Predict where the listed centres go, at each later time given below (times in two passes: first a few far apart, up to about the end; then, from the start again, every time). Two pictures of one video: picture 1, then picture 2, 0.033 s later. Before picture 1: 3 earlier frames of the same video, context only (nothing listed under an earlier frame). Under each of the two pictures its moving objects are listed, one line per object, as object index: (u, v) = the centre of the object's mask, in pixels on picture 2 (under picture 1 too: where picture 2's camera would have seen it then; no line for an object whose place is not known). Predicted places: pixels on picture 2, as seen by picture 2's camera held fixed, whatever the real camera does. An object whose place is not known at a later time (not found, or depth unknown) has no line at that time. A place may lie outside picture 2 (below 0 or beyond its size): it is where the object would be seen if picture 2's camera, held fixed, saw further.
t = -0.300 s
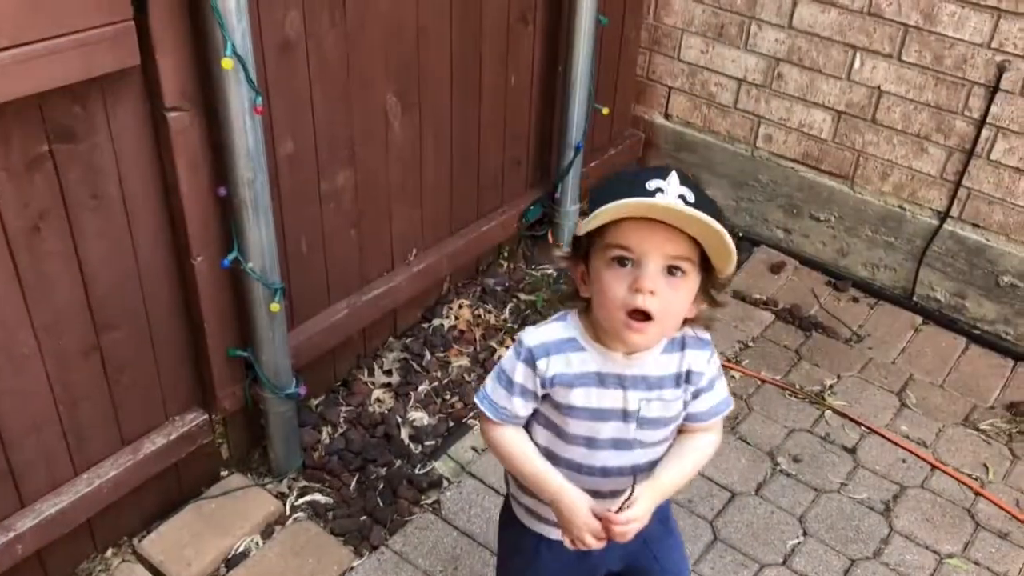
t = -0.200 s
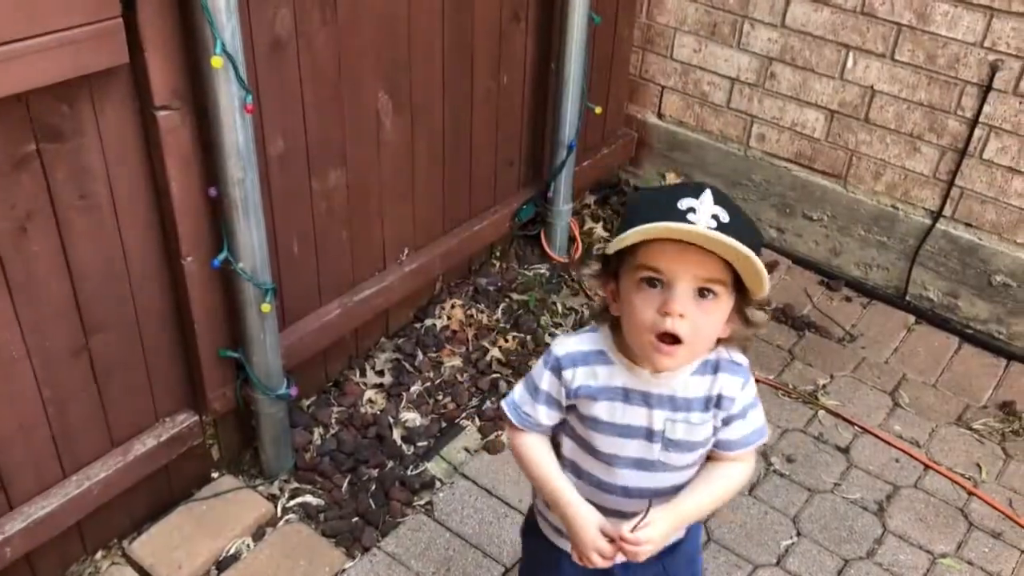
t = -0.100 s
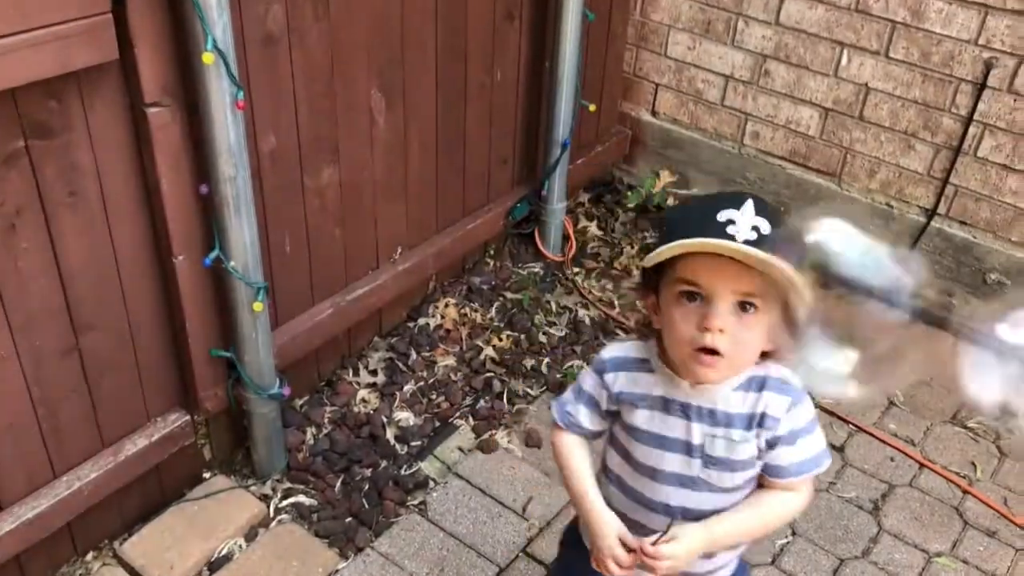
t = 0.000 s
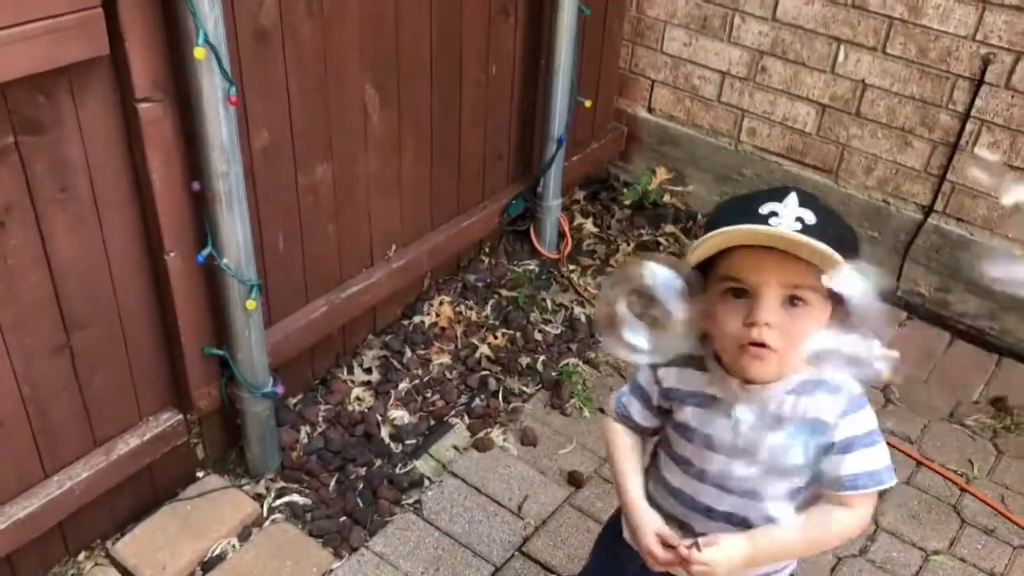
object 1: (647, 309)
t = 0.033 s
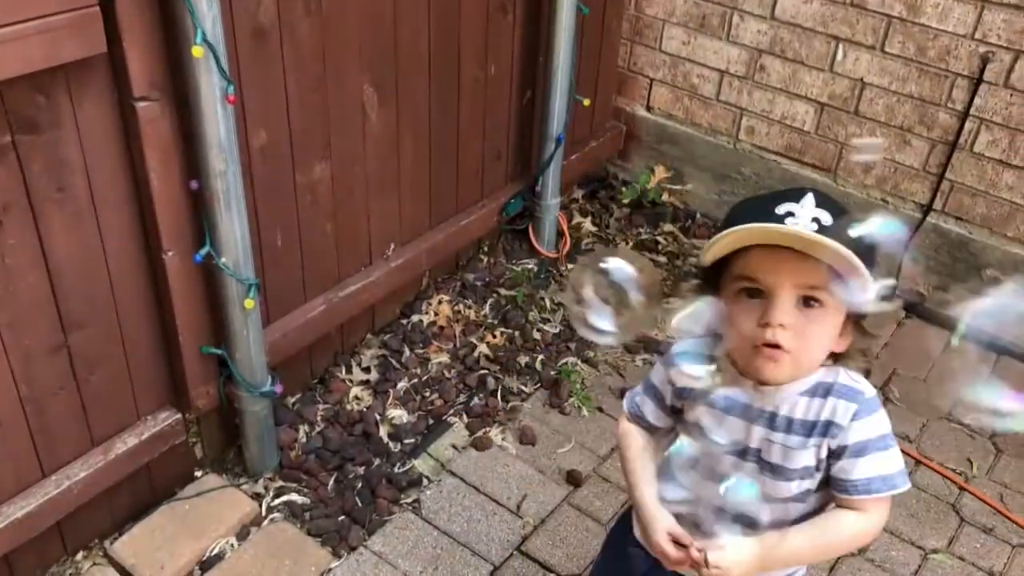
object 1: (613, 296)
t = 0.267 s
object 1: (304, 217)
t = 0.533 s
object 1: (213, 258)
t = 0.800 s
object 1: (150, 350)
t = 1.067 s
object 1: (166, 460)
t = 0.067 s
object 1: (570, 276)
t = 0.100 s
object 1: (513, 257)
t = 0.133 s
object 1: (460, 244)
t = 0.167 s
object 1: (403, 233)
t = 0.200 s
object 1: (360, 225)
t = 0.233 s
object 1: (326, 219)
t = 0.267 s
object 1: (304, 217)
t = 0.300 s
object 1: (292, 218)
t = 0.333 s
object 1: (283, 219)
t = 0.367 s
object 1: (276, 222)
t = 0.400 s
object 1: (269, 226)
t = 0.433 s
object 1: (259, 232)
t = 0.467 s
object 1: (242, 238)
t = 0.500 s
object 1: (228, 248)
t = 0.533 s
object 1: (213, 258)
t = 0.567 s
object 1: (202, 267)
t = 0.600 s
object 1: (190, 279)
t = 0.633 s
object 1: (180, 289)
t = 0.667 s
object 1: (171, 300)
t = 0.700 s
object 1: (161, 313)
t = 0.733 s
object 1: (156, 324)
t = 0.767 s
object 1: (152, 337)
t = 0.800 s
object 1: (150, 350)
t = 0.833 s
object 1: (151, 364)
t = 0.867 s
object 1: (154, 376)
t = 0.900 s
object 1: (156, 388)
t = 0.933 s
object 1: (156, 400)
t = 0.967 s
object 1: (156, 417)
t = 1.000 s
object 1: (161, 427)
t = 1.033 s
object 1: (164, 443)
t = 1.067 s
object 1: (166, 460)
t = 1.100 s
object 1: (166, 475)
